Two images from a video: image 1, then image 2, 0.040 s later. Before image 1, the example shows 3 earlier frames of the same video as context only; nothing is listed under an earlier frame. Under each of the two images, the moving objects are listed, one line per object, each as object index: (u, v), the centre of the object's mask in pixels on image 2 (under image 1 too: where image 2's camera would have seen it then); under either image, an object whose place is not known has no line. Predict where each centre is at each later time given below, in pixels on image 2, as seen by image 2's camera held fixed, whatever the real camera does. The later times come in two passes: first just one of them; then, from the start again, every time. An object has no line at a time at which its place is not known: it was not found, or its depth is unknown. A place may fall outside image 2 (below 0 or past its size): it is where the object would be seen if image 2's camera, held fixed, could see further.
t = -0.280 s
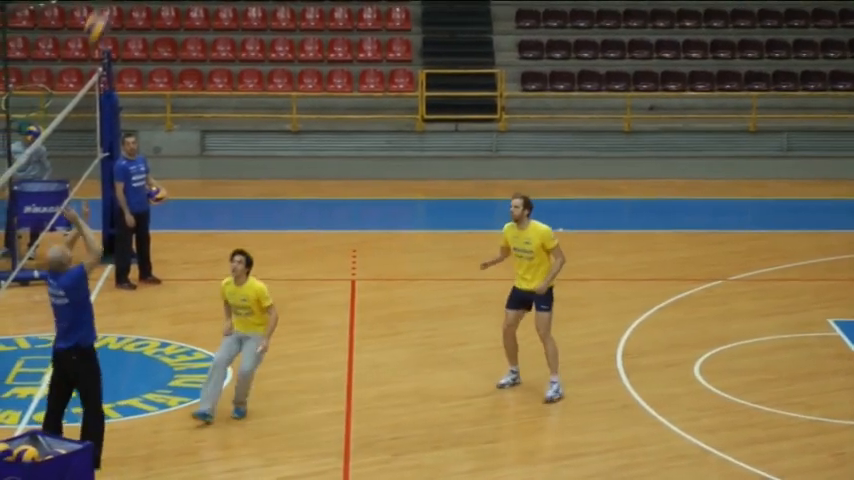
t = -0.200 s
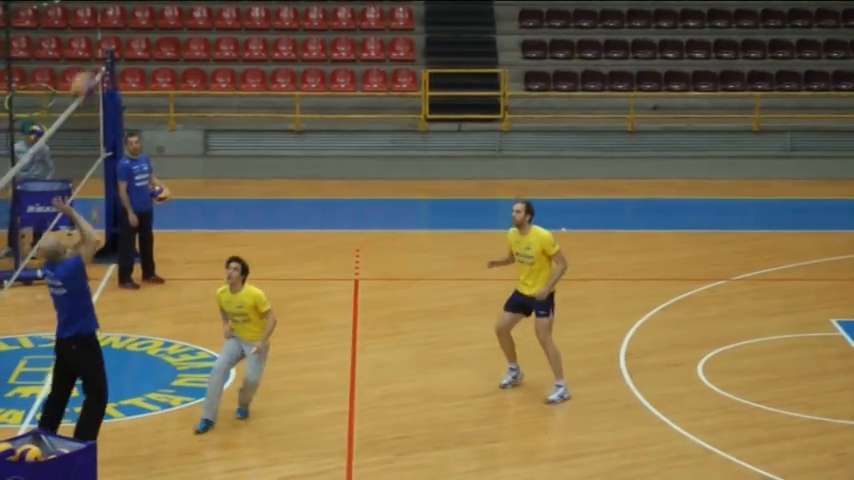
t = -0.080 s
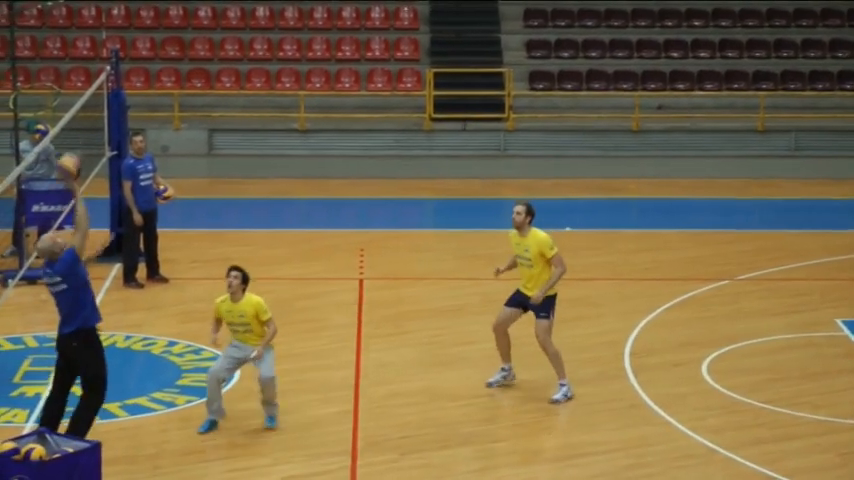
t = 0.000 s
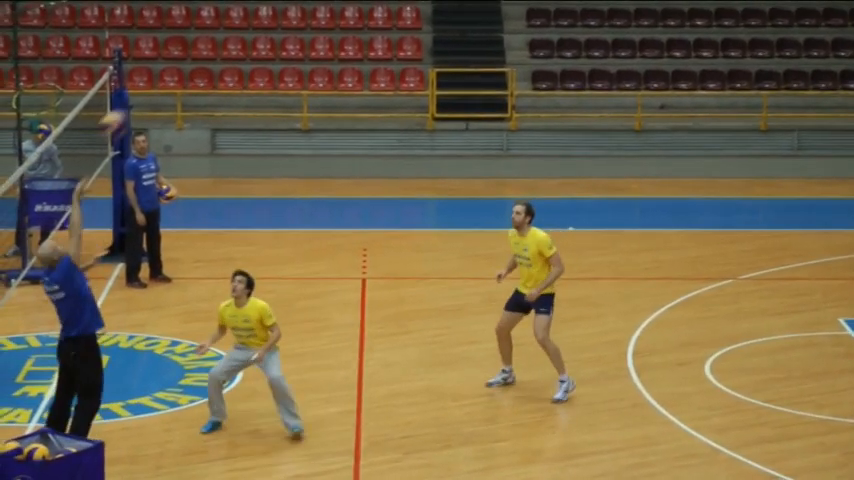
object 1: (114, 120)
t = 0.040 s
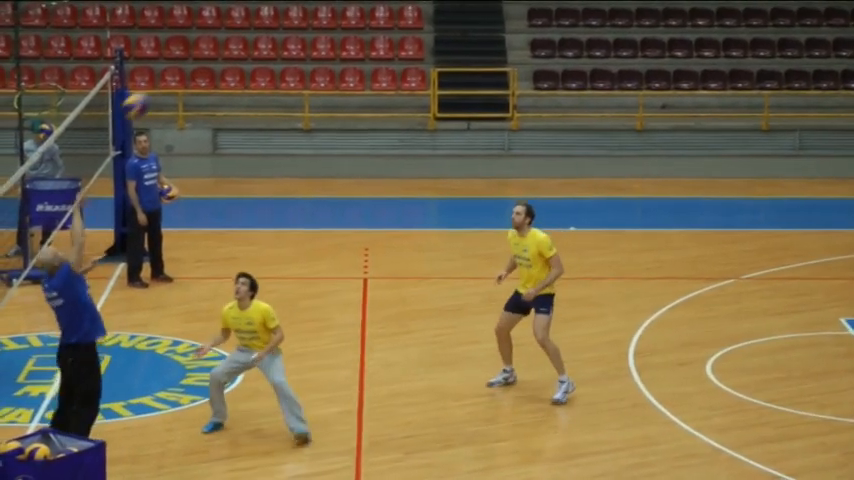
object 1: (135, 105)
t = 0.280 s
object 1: (264, 36)
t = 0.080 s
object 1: (158, 87)
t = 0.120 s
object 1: (178, 74)
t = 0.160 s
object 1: (202, 62)
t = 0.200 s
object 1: (224, 50)
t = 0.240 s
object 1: (244, 41)
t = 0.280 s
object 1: (264, 36)
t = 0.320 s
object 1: (284, 32)
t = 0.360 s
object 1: (303, 30)
